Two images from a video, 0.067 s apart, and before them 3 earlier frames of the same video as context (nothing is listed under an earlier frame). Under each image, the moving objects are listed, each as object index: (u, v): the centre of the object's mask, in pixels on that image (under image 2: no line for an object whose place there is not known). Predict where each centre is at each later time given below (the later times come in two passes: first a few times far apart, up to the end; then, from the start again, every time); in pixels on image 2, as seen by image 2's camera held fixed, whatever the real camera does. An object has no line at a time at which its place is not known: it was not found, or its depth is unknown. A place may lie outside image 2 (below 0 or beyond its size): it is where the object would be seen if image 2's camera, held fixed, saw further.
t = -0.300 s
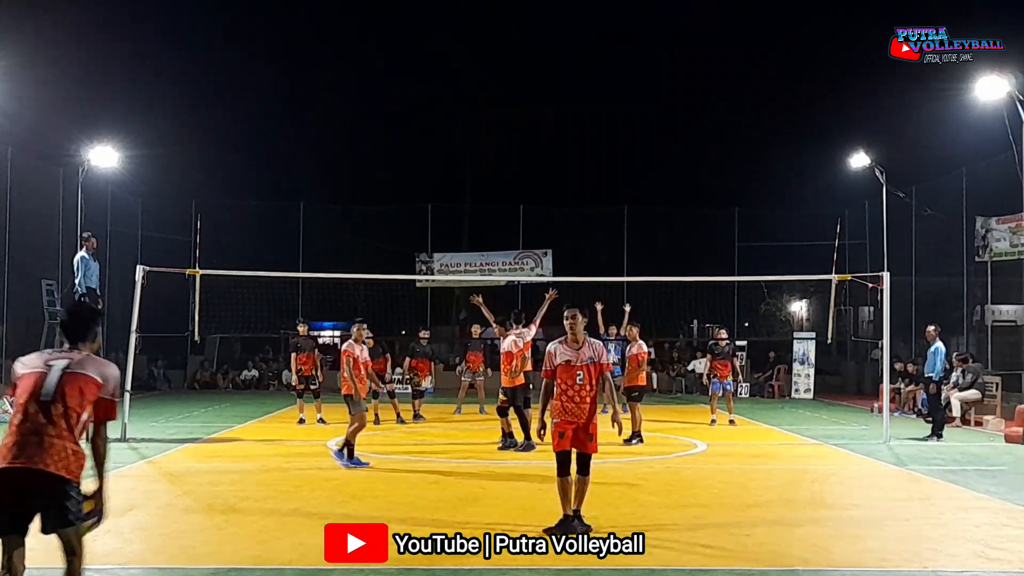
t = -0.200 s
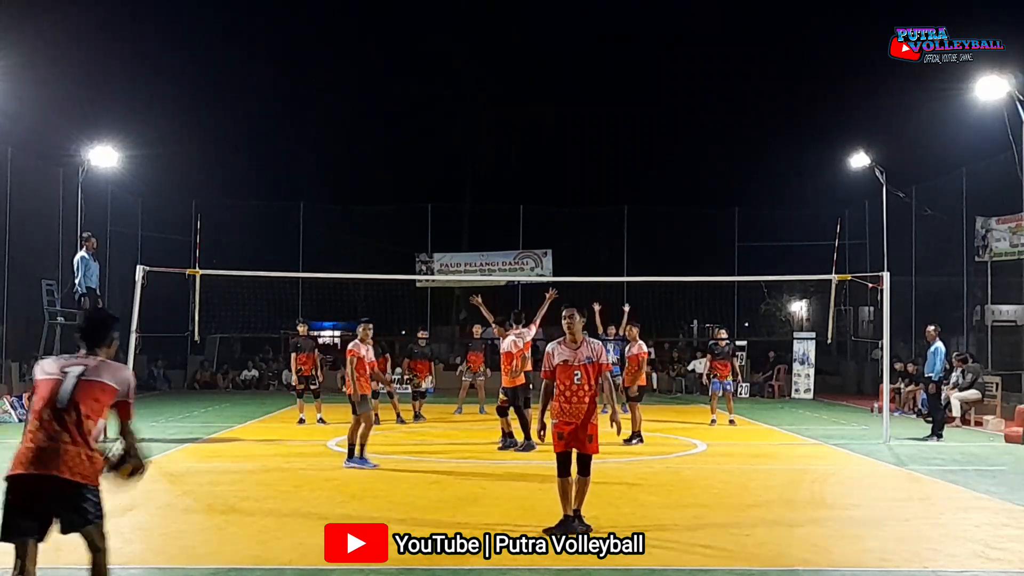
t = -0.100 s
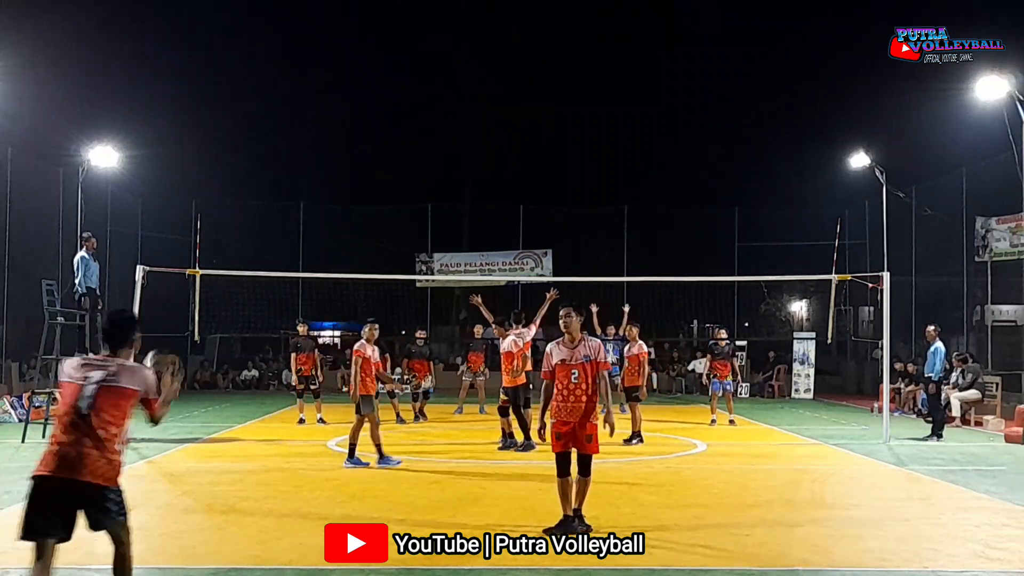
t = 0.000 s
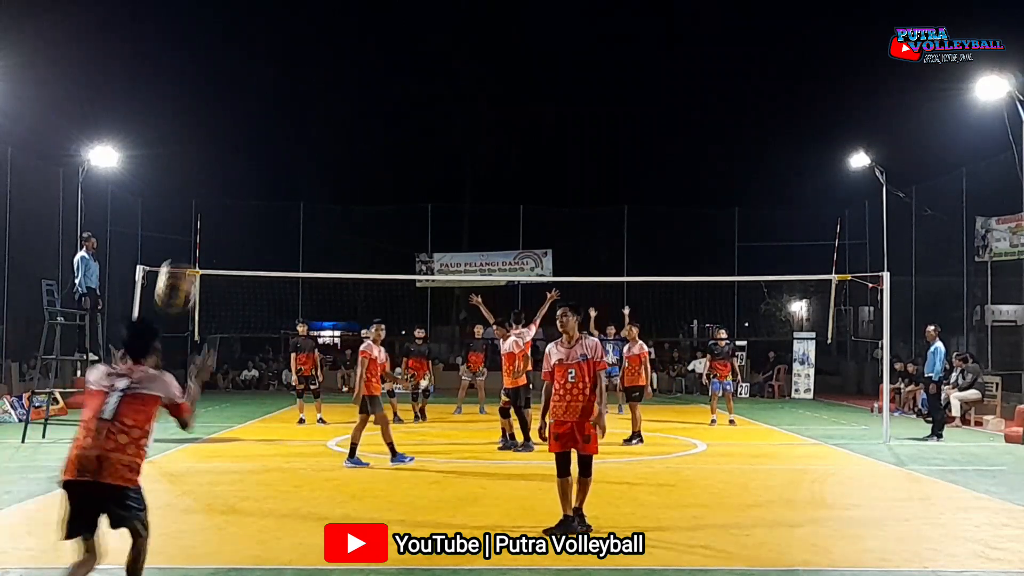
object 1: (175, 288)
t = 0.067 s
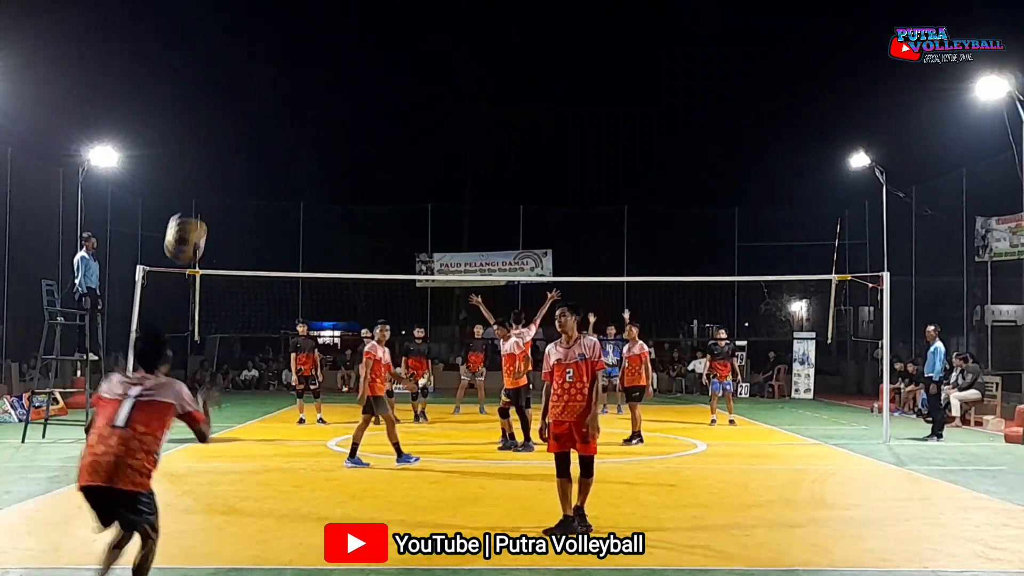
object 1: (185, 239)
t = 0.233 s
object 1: (207, 152)
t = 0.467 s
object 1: (234, 114)
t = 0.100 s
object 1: (189, 217)
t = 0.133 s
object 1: (194, 196)
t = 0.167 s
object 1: (198, 179)
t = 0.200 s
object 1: (202, 165)
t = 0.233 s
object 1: (207, 152)
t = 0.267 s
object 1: (211, 139)
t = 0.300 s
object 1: (215, 131)
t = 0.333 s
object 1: (219, 124)
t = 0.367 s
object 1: (223, 119)
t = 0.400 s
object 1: (227, 115)
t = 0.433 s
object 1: (230, 114)
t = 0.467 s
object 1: (234, 114)
